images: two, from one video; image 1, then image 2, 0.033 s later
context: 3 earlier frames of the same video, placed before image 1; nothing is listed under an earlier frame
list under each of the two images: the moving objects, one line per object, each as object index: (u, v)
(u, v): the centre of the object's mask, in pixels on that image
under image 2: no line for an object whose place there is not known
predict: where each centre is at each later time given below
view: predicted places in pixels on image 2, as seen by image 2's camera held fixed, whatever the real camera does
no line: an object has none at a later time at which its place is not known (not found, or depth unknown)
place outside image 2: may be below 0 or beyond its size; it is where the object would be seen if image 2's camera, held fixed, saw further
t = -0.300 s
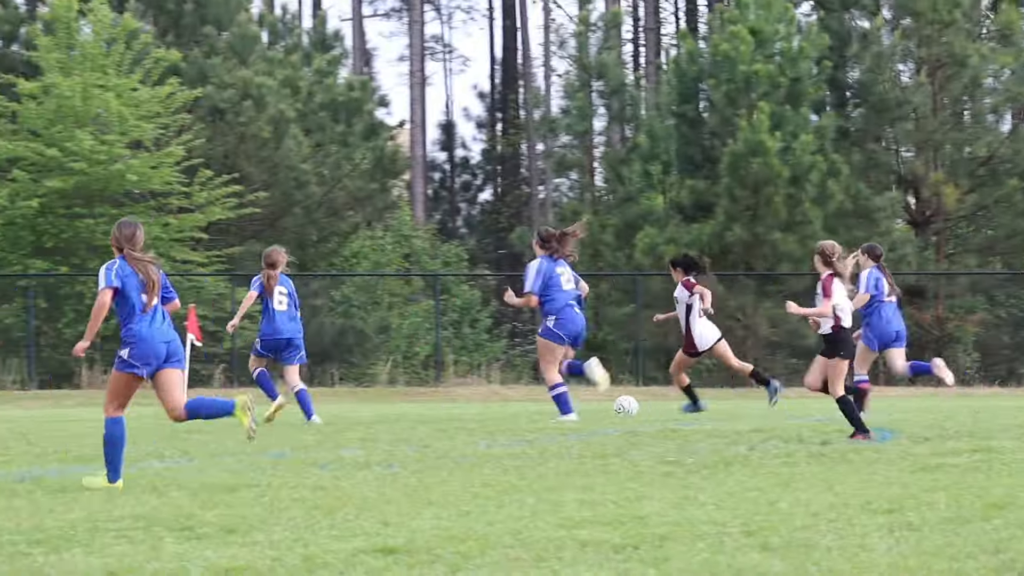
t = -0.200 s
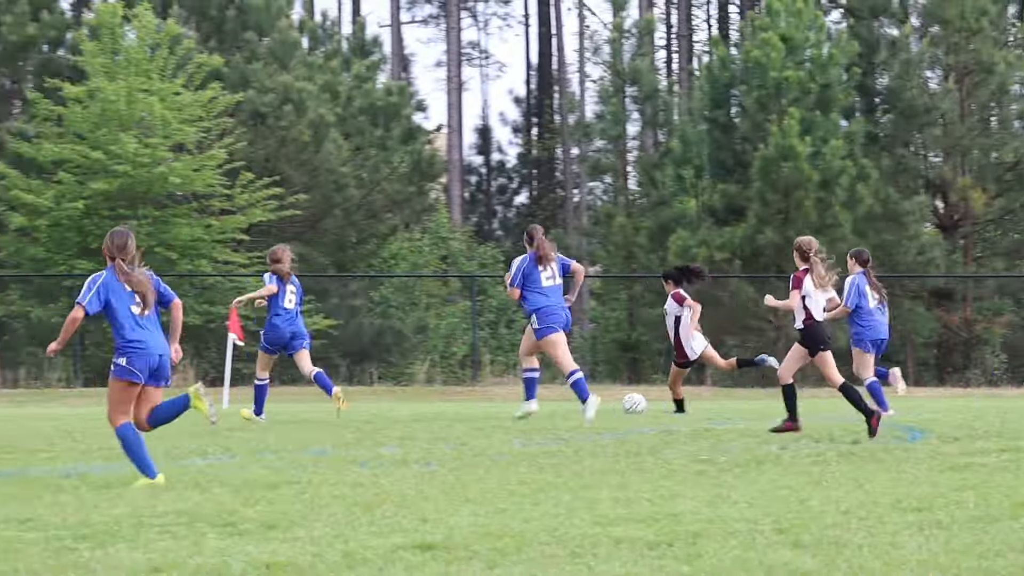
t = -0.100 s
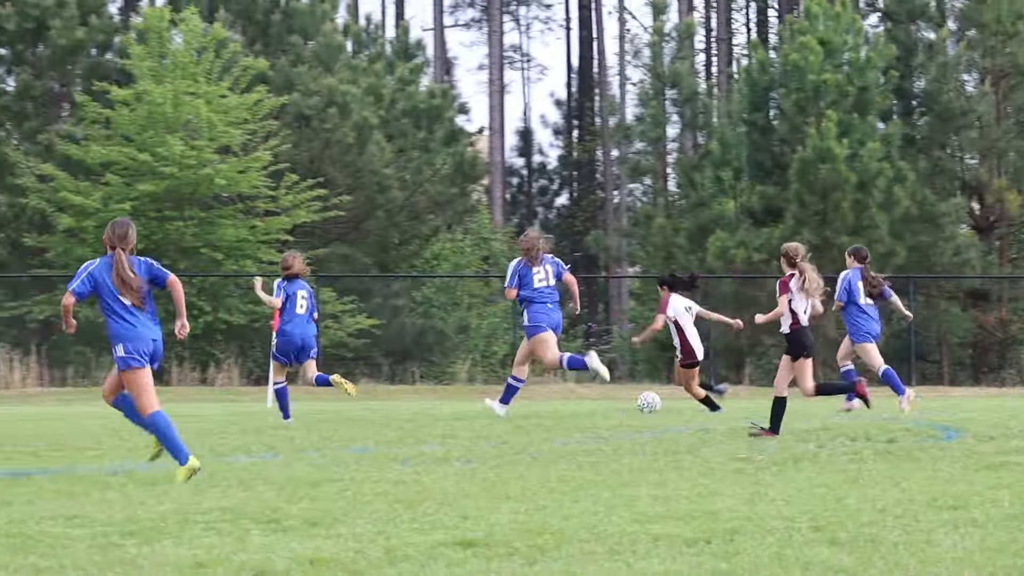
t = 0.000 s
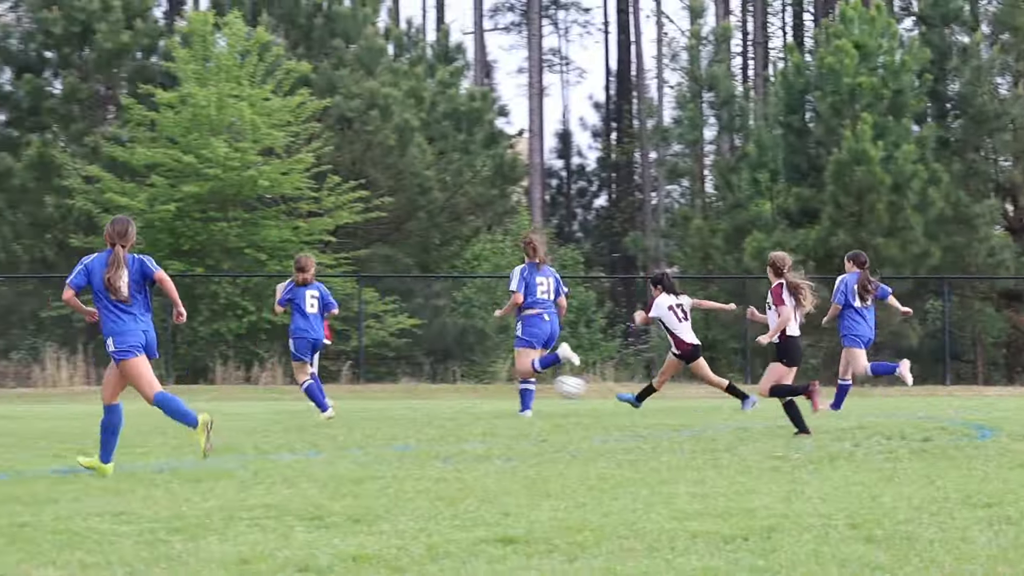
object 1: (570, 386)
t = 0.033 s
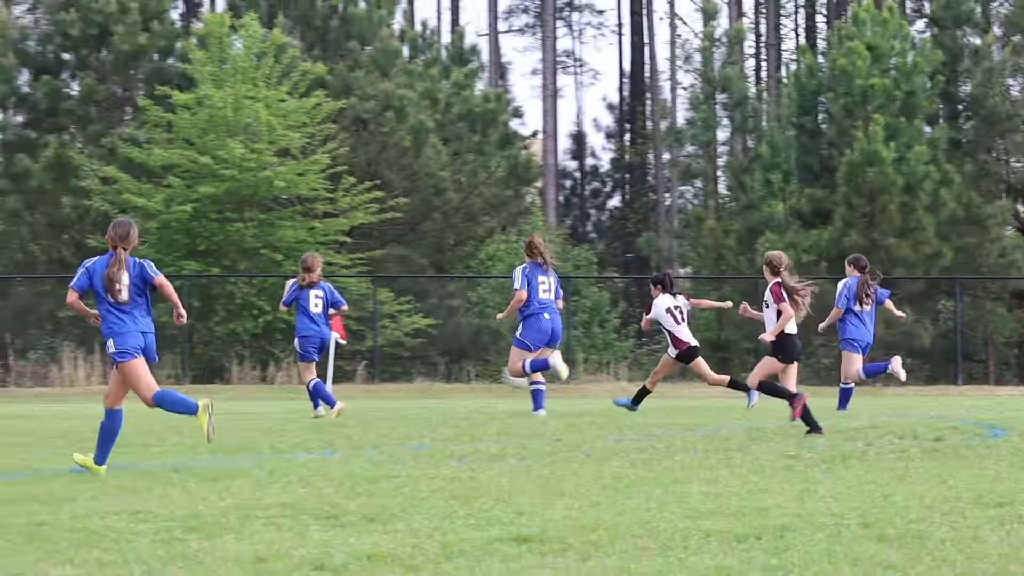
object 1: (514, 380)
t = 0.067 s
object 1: (455, 370)
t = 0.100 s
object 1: (391, 360)
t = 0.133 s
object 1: (327, 352)
